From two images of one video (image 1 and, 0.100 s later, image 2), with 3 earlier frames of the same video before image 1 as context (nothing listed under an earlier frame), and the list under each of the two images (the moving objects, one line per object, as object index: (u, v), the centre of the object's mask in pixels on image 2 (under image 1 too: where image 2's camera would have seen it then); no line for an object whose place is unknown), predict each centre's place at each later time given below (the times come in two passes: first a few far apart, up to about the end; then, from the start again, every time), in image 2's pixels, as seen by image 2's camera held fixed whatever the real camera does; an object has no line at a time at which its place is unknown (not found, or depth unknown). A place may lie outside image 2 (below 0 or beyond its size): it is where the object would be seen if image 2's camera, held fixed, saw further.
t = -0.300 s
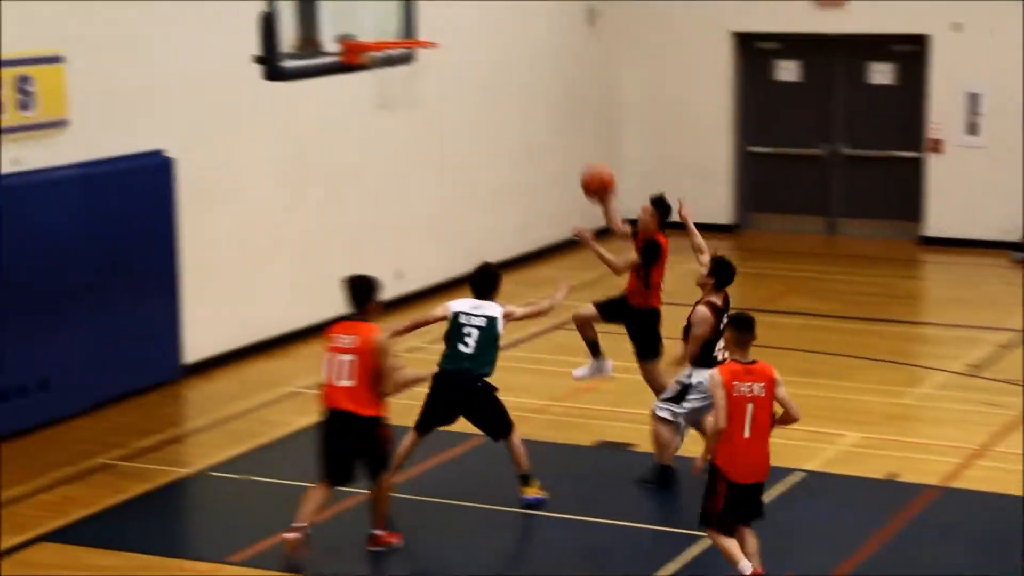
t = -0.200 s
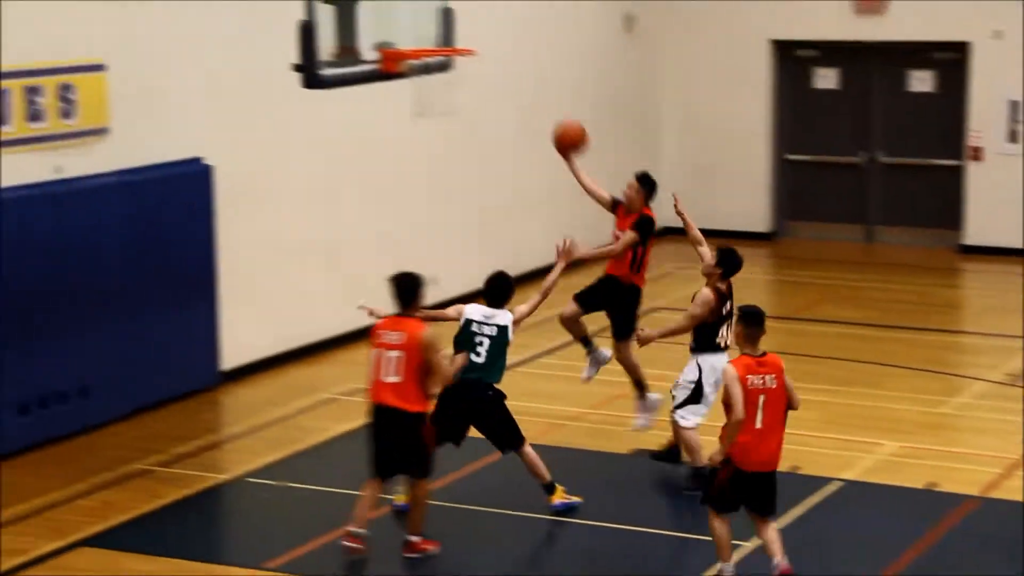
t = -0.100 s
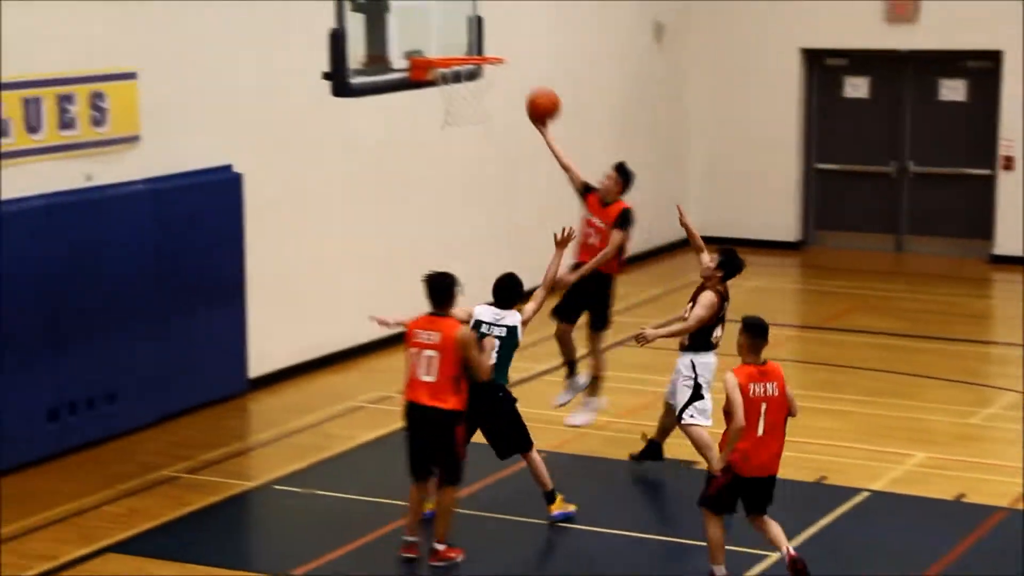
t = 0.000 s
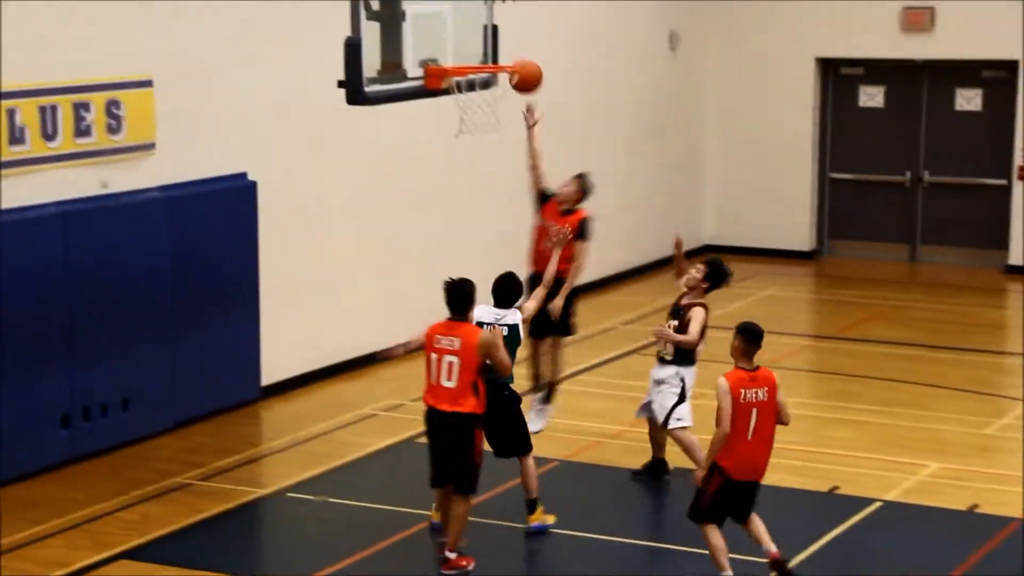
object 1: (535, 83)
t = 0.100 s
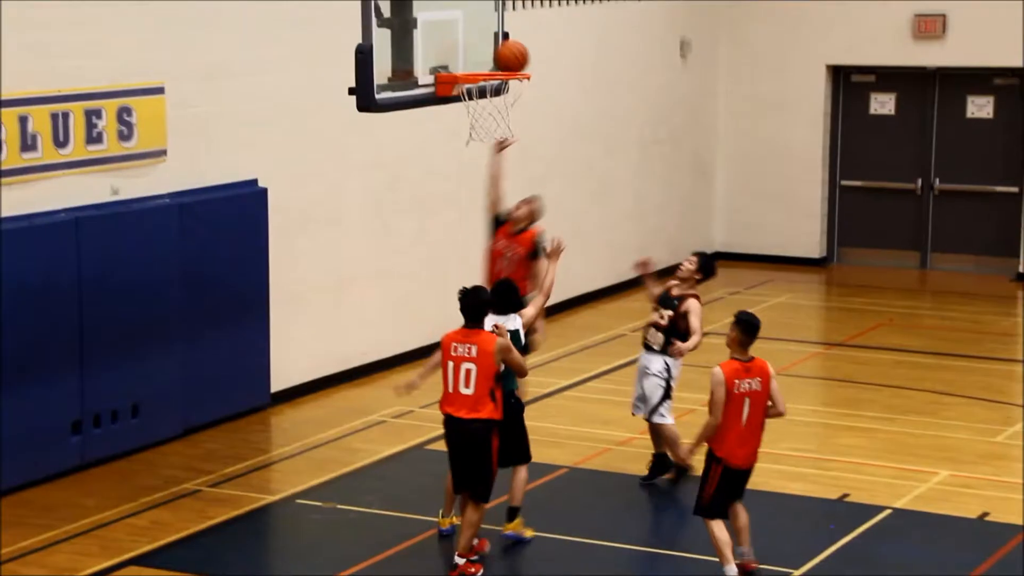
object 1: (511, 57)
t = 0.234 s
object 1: (483, 42)
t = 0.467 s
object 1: (493, 60)
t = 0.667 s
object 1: (501, 127)
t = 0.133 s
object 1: (503, 52)
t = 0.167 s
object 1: (495, 48)
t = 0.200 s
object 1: (486, 45)
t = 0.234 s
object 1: (483, 42)
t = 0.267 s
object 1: (484, 40)
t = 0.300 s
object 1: (486, 39)
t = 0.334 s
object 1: (487, 40)
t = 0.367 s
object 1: (488, 42)
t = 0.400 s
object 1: (489, 46)
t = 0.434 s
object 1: (491, 51)
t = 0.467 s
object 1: (493, 60)
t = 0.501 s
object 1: (495, 65)
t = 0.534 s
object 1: (496, 81)
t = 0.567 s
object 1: (497, 96)
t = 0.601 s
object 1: (499, 108)
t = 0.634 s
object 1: (502, 119)
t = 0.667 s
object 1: (501, 127)
